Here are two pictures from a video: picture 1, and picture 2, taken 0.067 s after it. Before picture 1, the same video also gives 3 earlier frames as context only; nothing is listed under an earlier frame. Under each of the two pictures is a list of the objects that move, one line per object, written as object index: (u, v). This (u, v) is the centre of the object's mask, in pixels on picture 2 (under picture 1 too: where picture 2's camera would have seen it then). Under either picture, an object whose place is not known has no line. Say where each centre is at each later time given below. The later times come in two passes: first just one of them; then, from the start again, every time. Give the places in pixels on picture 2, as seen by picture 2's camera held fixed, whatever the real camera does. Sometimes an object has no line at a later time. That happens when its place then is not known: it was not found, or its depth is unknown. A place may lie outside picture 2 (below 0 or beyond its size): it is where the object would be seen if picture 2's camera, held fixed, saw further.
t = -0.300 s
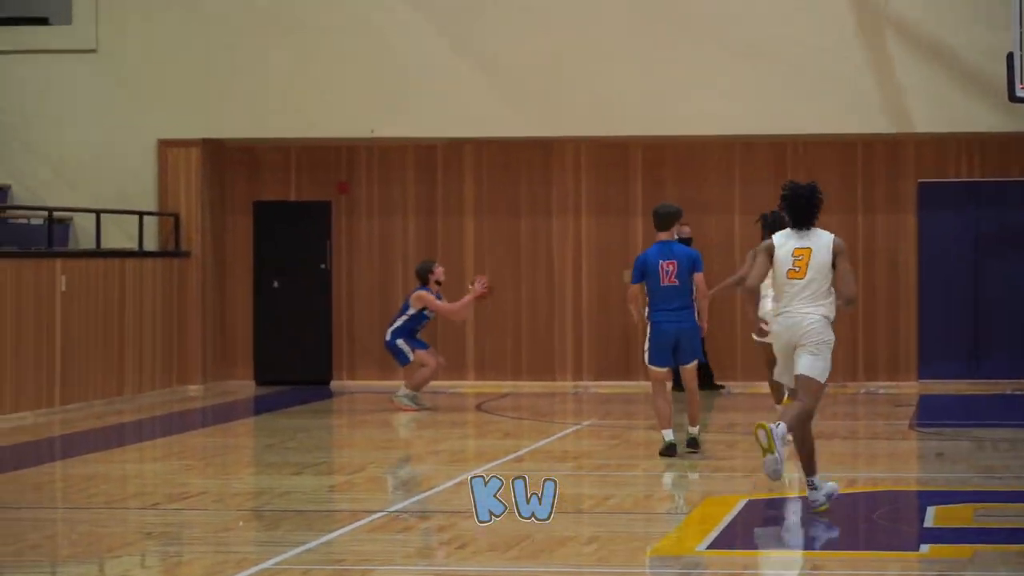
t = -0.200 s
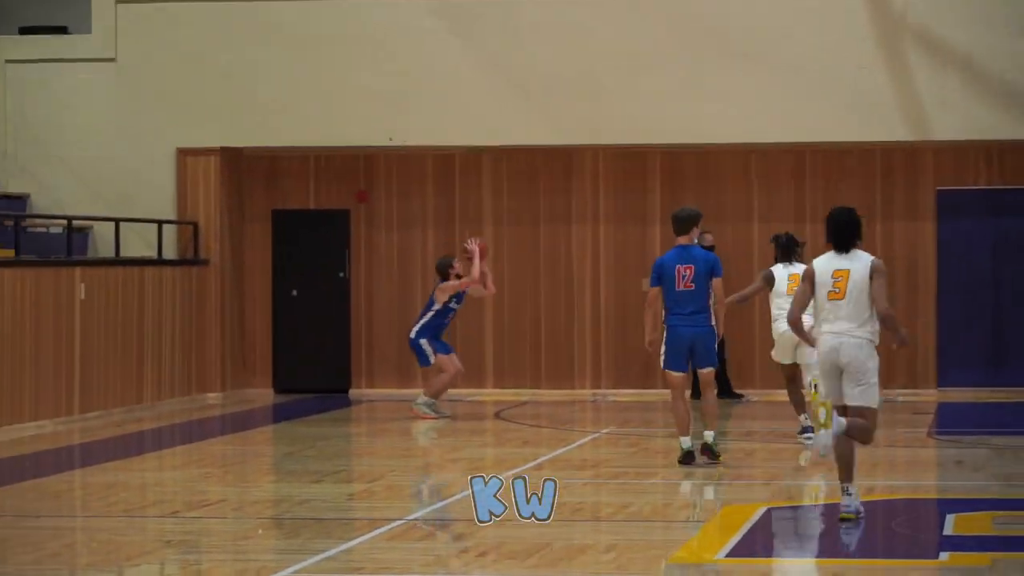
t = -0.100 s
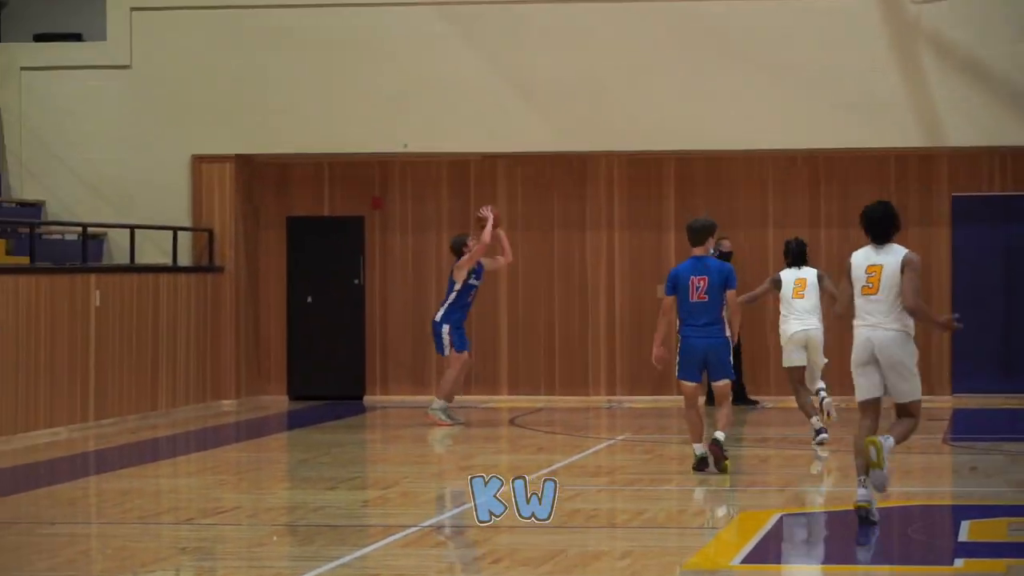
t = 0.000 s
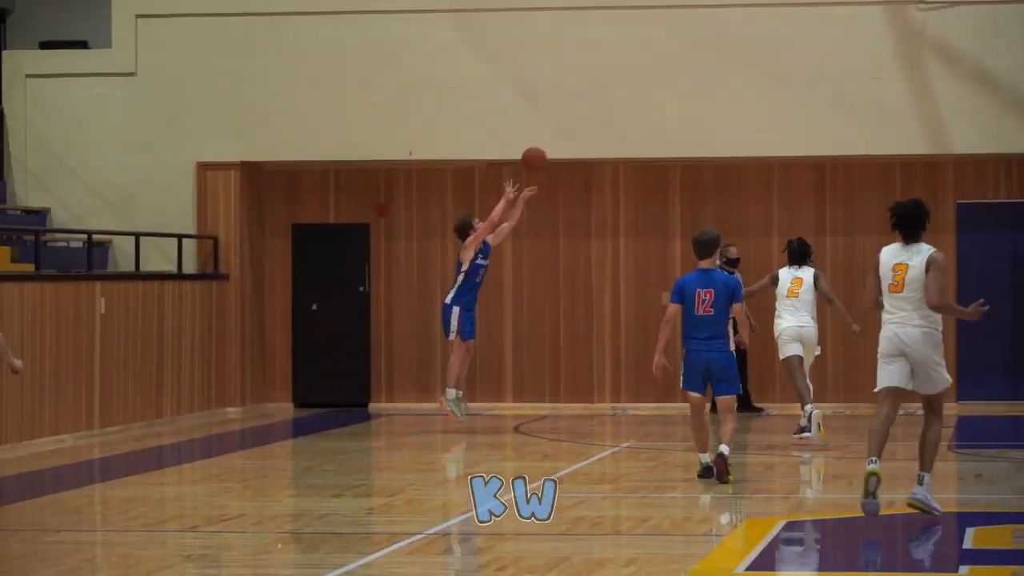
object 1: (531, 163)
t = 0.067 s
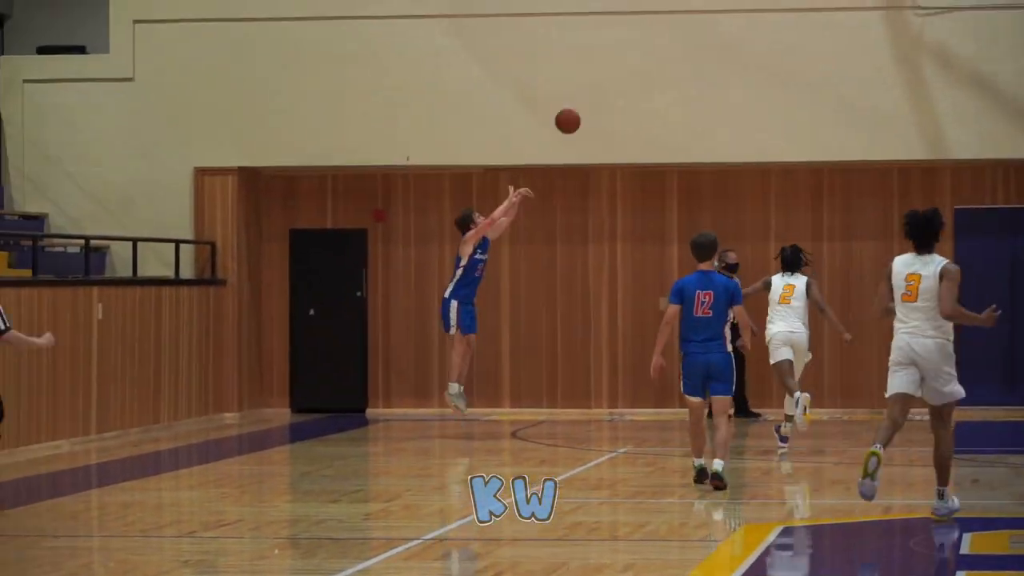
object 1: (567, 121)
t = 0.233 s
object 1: (658, 29)
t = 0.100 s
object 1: (585, 100)
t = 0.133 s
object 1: (604, 81)
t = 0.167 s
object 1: (622, 63)
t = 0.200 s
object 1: (640, 45)
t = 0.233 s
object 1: (658, 29)
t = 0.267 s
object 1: (677, 14)
